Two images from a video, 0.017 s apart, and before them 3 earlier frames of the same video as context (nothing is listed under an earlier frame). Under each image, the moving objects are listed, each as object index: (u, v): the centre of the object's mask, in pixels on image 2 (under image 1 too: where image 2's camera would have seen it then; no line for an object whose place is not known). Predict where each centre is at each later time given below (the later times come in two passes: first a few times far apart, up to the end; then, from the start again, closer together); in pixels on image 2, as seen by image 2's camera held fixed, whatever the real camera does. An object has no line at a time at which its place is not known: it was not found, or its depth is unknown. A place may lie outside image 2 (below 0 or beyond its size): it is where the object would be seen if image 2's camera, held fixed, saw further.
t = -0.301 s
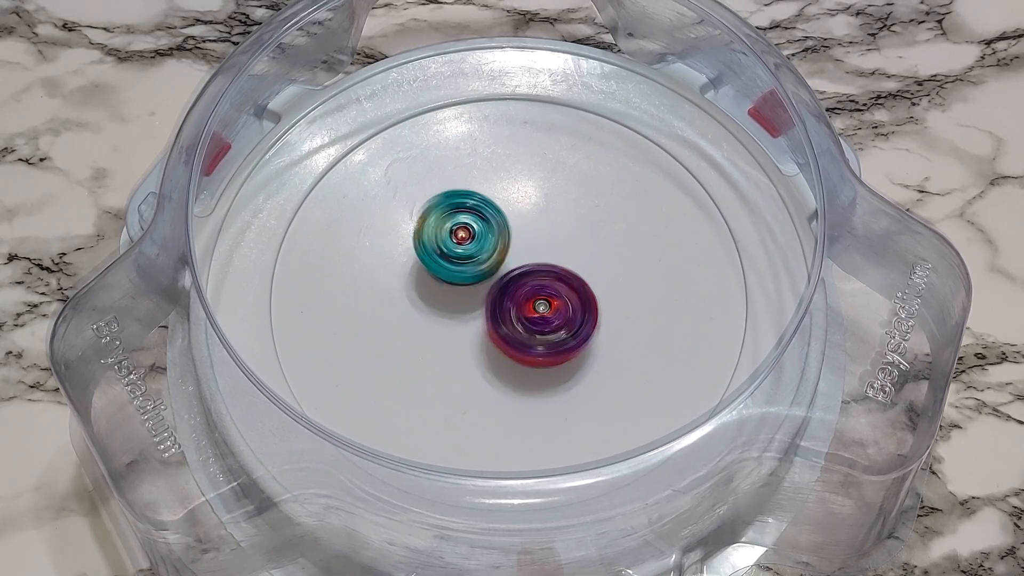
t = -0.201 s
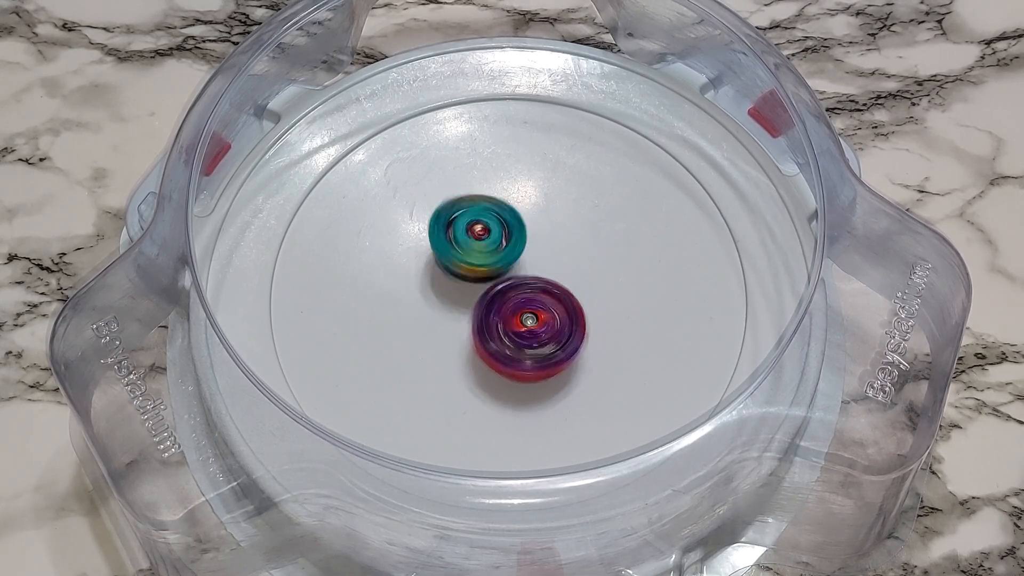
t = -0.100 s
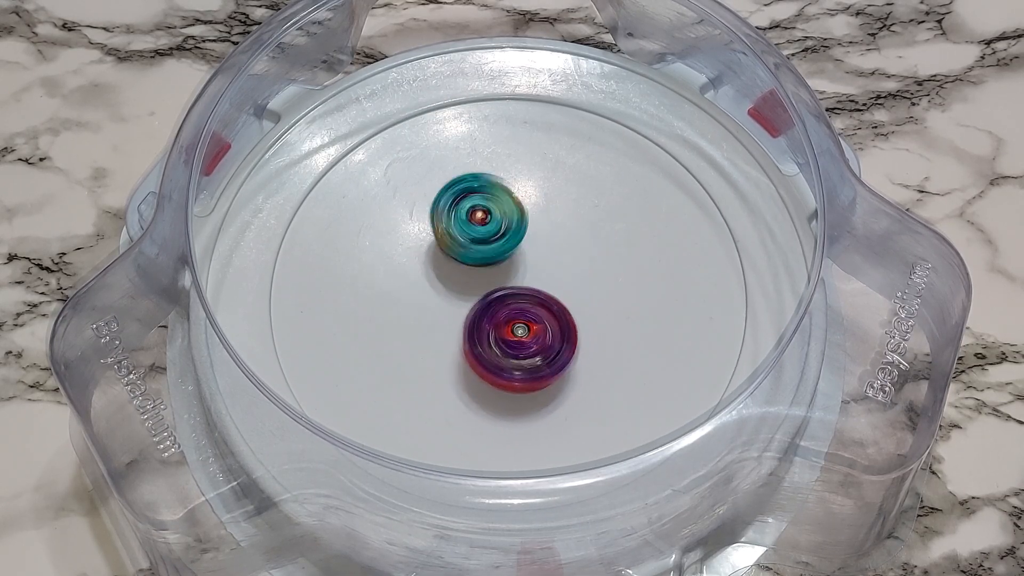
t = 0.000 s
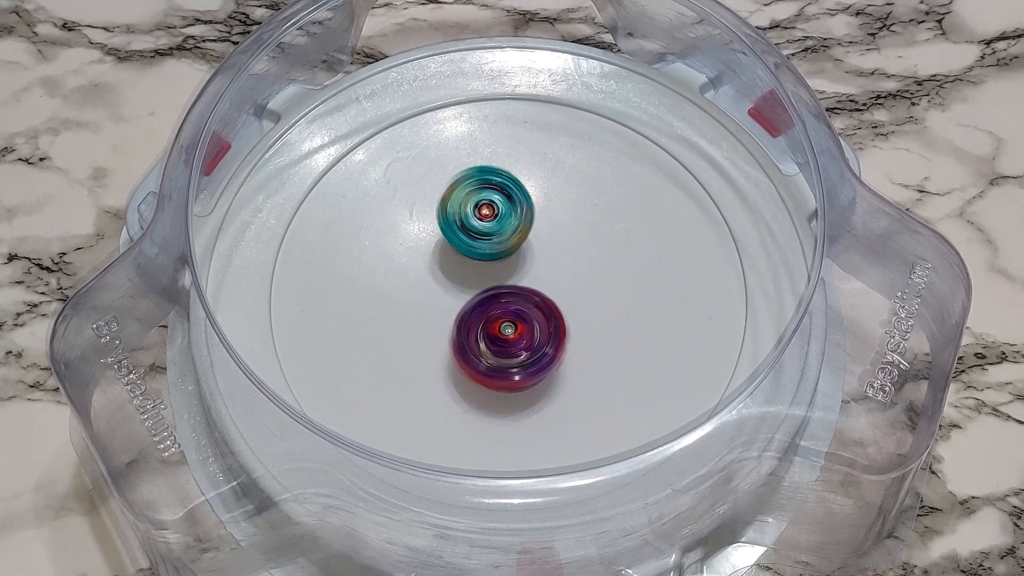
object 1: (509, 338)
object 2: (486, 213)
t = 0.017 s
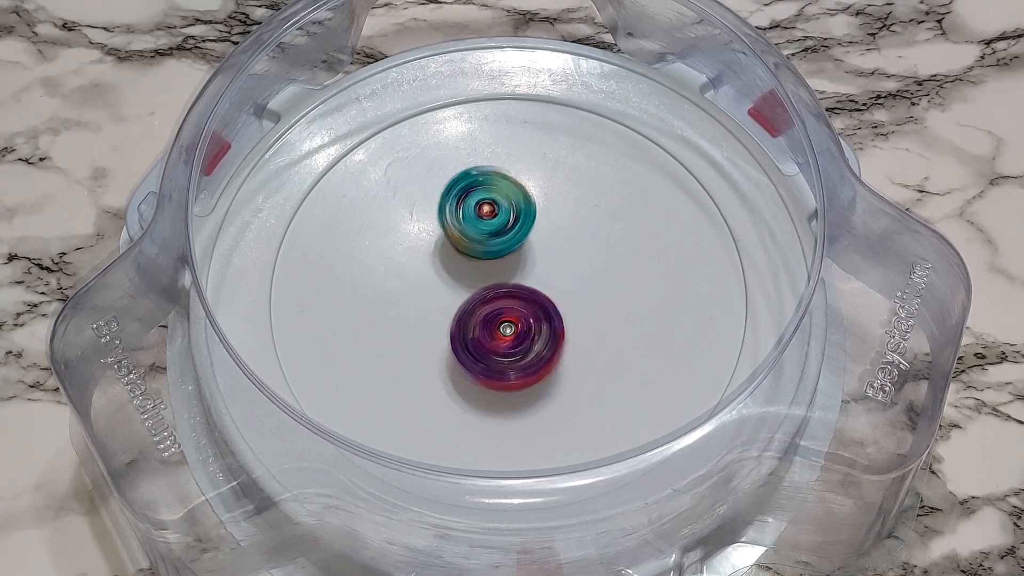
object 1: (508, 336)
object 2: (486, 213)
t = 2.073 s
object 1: (489, 251)
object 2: (572, 316)
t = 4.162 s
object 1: (522, 236)
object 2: (529, 350)
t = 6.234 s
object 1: (545, 255)
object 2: (452, 274)
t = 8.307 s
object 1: (544, 256)
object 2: (452, 274)
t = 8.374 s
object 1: (544, 256)
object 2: (452, 274)
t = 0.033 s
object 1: (506, 335)
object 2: (490, 213)
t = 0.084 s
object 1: (501, 329)
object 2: (494, 214)
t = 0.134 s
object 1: (498, 322)
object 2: (500, 219)
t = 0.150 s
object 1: (496, 319)
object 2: (504, 220)
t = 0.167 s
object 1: (495, 318)
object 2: (506, 221)
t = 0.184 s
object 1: (495, 319)
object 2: (510, 215)
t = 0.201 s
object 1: (495, 321)
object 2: (511, 211)
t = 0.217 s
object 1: (495, 320)
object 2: (513, 207)
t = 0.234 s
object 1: (496, 319)
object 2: (513, 204)
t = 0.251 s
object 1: (495, 318)
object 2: (515, 201)
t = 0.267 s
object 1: (495, 316)
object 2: (515, 197)
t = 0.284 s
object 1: (495, 314)
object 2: (517, 195)
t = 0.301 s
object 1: (495, 312)
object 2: (519, 192)
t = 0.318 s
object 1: (496, 309)
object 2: (519, 190)
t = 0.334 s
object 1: (497, 307)
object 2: (521, 188)
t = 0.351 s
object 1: (499, 304)
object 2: (522, 188)
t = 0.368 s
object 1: (499, 302)
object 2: (523, 187)
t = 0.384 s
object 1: (500, 300)
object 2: (524, 186)
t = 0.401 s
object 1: (501, 298)
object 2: (526, 187)
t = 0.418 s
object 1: (503, 296)
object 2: (526, 187)
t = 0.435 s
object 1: (504, 293)
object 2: (527, 188)
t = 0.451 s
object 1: (505, 291)
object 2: (529, 188)
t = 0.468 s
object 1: (507, 288)
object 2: (530, 191)
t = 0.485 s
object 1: (507, 286)
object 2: (531, 192)
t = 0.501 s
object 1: (508, 286)
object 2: (532, 191)
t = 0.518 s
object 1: (509, 286)
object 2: (536, 191)
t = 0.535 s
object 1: (509, 286)
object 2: (537, 193)
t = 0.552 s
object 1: (509, 287)
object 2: (540, 192)
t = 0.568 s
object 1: (509, 286)
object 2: (541, 191)
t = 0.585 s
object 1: (510, 287)
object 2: (544, 192)
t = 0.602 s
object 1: (509, 287)
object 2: (545, 192)
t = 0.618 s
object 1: (509, 287)
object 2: (546, 193)
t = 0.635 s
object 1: (509, 287)
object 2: (547, 193)
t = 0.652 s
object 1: (510, 287)
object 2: (549, 196)
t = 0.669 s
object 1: (510, 288)
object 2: (550, 197)
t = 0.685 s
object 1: (510, 289)
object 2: (552, 197)
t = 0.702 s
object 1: (510, 289)
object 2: (554, 197)
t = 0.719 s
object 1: (510, 290)
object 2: (555, 199)
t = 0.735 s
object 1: (510, 291)
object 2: (555, 200)
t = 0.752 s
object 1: (509, 291)
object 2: (555, 202)
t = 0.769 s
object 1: (510, 291)
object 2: (557, 203)
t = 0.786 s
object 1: (510, 292)
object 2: (557, 206)
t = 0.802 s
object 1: (508, 293)
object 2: (561, 206)
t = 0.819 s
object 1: (507, 294)
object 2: (563, 206)
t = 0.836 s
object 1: (506, 295)
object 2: (566, 207)
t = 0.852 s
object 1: (506, 296)
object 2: (566, 208)
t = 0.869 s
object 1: (504, 298)
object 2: (568, 208)
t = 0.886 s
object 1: (503, 299)
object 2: (568, 208)
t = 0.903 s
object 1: (501, 300)
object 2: (570, 210)
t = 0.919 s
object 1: (500, 300)
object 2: (570, 212)
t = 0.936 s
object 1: (499, 300)
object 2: (571, 214)
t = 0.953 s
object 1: (497, 300)
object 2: (572, 219)
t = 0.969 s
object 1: (495, 300)
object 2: (571, 222)
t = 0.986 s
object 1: (495, 300)
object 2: (571, 225)
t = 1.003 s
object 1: (495, 299)
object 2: (569, 228)
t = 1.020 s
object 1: (491, 300)
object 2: (574, 229)
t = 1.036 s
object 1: (489, 300)
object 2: (576, 230)
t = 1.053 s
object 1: (486, 301)
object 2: (578, 231)
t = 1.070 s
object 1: (484, 301)
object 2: (579, 232)
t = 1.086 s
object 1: (481, 302)
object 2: (581, 234)
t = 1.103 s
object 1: (479, 302)
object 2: (581, 237)
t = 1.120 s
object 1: (476, 301)
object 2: (581, 239)
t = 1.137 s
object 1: (473, 300)
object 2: (579, 240)
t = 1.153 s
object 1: (472, 300)
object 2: (581, 243)
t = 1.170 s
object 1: (470, 299)
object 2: (579, 246)
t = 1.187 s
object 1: (469, 298)
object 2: (579, 248)
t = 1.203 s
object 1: (468, 297)
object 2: (576, 251)
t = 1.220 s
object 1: (467, 296)
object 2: (576, 253)
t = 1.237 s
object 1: (468, 295)
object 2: (573, 257)
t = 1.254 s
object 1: (467, 294)
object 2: (572, 259)
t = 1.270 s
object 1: (466, 293)
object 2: (570, 261)
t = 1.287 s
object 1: (462, 292)
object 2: (575, 262)
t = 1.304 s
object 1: (460, 291)
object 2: (576, 264)
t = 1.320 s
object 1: (460, 290)
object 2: (577, 264)
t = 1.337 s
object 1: (458, 289)
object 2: (578, 265)
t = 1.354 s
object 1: (457, 288)
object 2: (580, 265)
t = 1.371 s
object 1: (457, 287)
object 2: (580, 268)
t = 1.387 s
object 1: (457, 286)
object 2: (581, 268)
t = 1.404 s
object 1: (457, 285)
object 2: (579, 270)
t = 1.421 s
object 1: (457, 283)
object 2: (580, 270)
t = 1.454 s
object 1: (459, 281)
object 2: (579, 274)
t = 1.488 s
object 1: (463, 279)
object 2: (576, 277)
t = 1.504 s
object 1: (465, 277)
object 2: (575, 281)
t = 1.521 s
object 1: (467, 277)
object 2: (573, 281)
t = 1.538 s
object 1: (466, 276)
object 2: (575, 283)
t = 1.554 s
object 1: (462, 275)
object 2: (579, 286)
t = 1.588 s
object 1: (461, 274)
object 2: (583, 291)
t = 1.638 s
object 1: (461, 271)
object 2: (590, 293)
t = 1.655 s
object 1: (461, 270)
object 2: (590, 295)
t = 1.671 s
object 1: (461, 269)
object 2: (592, 296)
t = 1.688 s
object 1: (462, 268)
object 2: (592, 297)
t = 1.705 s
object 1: (462, 267)
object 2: (595, 298)
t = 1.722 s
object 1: (462, 267)
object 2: (596, 301)
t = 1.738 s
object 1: (463, 266)
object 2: (597, 301)
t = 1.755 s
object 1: (465, 265)
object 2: (596, 303)
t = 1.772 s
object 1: (466, 265)
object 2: (595, 303)
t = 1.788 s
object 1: (467, 265)
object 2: (596, 305)
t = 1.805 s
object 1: (468, 265)
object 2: (594, 305)
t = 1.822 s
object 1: (469, 264)
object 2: (592, 305)
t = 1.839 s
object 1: (472, 263)
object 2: (589, 306)
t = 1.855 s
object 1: (475, 263)
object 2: (588, 306)
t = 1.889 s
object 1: (478, 263)
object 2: (582, 306)
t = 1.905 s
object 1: (479, 262)
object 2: (577, 306)
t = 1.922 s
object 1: (481, 262)
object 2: (576, 305)
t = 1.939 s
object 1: (482, 261)
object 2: (575, 307)
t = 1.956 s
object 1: (482, 260)
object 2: (575, 307)
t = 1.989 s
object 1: (484, 258)
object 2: (573, 308)
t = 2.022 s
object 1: (487, 255)
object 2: (571, 311)
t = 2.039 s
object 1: (488, 254)
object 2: (571, 312)
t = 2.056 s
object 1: (488, 252)
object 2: (570, 314)
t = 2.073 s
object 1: (489, 251)
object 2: (572, 316)
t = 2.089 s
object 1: (489, 250)
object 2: (572, 318)
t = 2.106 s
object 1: (491, 248)
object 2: (573, 318)
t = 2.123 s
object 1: (491, 248)
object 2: (573, 320)
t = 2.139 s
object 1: (492, 246)
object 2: (574, 319)
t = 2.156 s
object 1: (493, 246)
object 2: (574, 322)
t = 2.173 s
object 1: (494, 246)
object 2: (572, 321)
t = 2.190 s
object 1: (495, 245)
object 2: (571, 322)
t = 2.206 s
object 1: (497, 245)
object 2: (570, 321)
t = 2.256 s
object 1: (500, 245)
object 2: (566, 320)
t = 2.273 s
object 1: (500, 244)
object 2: (562, 321)
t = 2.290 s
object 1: (501, 244)
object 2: (560, 318)
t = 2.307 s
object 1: (502, 245)
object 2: (560, 321)
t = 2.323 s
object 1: (502, 243)
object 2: (559, 326)
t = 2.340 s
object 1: (502, 242)
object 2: (560, 331)
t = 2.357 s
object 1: (502, 241)
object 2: (562, 333)
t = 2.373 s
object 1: (501, 241)
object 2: (564, 337)
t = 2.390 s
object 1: (502, 240)
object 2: (562, 341)
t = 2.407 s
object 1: (502, 240)
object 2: (561, 342)
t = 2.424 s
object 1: (503, 240)
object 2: (560, 345)
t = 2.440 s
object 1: (503, 239)
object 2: (560, 345)
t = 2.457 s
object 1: (502, 239)
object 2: (562, 347)
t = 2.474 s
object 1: (502, 240)
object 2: (560, 349)
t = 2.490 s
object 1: (503, 240)
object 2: (558, 349)
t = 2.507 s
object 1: (503, 240)
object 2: (556, 350)
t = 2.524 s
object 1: (504, 240)
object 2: (554, 349)
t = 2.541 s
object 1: (504, 241)
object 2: (555, 350)
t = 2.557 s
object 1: (503, 242)
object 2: (552, 350)
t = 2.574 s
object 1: (503, 243)
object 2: (551, 347)
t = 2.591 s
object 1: (505, 245)
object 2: (546, 347)
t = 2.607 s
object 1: (506, 246)
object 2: (543, 344)
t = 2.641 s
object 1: (508, 247)
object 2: (538, 342)
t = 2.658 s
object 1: (507, 247)
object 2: (538, 339)
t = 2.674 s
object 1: (508, 248)
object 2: (535, 337)
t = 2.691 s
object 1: (508, 247)
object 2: (533, 336)
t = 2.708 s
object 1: (508, 248)
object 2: (530, 339)
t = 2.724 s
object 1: (507, 246)
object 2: (526, 341)
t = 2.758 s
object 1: (507, 245)
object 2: (520, 343)
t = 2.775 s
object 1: (507, 245)
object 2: (519, 342)
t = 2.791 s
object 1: (508, 245)
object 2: (519, 343)
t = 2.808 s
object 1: (510, 244)
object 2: (515, 343)
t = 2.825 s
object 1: (511, 243)
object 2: (514, 342)
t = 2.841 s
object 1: (512, 243)
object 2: (511, 342)
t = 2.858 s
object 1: (511, 242)
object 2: (509, 340)
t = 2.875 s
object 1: (510, 243)
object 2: (510, 340)
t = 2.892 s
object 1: (511, 243)
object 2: (507, 340)
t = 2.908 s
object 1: (511, 242)
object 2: (507, 337)
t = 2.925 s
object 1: (513, 243)
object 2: (506, 335)
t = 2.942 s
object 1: (515, 242)
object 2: (503, 332)
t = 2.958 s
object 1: (515, 241)
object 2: (501, 332)
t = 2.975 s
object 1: (514, 241)
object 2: (497, 334)
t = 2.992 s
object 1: (514, 239)
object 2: (494, 331)
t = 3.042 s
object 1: (515, 238)
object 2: (491, 331)
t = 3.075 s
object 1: (516, 234)
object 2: (484, 336)
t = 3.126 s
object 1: (518, 230)
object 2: (476, 336)
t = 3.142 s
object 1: (519, 230)
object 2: (477, 337)
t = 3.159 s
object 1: (520, 229)
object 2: (475, 338)
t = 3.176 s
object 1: (520, 229)
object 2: (474, 335)
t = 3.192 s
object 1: (521, 228)
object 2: (473, 335)
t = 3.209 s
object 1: (521, 228)
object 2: (470, 334)
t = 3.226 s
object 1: (521, 228)
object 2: (470, 331)
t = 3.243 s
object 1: (521, 229)
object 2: (470, 332)
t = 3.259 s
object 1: (523, 229)
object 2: (469, 330)
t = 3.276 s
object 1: (523, 230)
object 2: (470, 327)
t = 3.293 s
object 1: (522, 231)
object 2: (471, 326)
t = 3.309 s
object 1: (523, 232)
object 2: (470, 322)
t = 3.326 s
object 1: (523, 233)
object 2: (471, 319)
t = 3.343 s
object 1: (522, 235)
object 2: (472, 319)
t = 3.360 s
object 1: (524, 236)
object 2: (473, 316)
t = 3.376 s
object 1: (525, 235)
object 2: (473, 318)
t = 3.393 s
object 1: (526, 233)
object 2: (469, 320)
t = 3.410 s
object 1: (526, 231)
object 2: (467, 321)
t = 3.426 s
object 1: (526, 229)
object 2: (468, 322)
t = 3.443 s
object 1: (524, 229)
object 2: (469, 323)
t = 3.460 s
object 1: (522, 229)
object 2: (471, 321)
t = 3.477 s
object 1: (521, 229)
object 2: (473, 321)
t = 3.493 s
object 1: (519, 230)
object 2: (474, 322)
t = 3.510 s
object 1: (519, 231)
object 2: (475, 321)
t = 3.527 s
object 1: (519, 233)
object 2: (477, 321)
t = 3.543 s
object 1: (520, 235)
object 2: (478, 321)
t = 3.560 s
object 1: (523, 235)
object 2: (480, 319)
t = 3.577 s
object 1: (525, 236)
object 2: (483, 318)
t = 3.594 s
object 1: (527, 238)
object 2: (484, 316)
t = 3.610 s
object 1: (528, 237)
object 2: (487, 316)
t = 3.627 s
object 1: (529, 237)
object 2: (490, 321)
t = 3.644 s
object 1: (530, 237)
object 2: (490, 324)
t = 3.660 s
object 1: (531, 235)
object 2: (489, 325)
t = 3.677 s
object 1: (531, 234)
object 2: (489, 325)
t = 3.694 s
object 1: (530, 233)
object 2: (491, 323)
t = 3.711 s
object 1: (531, 233)
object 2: (496, 322)
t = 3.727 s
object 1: (530, 233)
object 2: (500, 323)
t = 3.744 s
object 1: (530, 233)
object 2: (502, 323)
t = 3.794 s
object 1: (530, 233)
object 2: (506, 321)
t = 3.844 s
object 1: (530, 233)
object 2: (515, 320)
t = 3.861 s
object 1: (530, 232)
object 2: (518, 319)
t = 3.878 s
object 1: (529, 232)
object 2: (521, 319)
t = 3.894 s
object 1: (528, 232)
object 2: (521, 320)
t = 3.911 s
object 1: (527, 231)
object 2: (522, 321)
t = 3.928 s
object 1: (526, 232)
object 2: (523, 322)
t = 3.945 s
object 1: (526, 232)
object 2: (524, 321)
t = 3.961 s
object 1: (525, 232)
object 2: (526, 320)
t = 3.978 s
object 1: (524, 232)
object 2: (526, 324)
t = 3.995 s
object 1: (523, 232)
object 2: (525, 329)
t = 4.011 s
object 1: (523, 231)
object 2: (527, 332)
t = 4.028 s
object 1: (523, 231)
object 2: (529, 336)
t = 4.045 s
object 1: (523, 231)
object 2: (529, 339)
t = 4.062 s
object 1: (522, 231)
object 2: (530, 339)
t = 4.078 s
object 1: (522, 232)
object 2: (532, 342)
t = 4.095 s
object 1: (522, 232)
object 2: (530, 345)
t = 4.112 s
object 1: (521, 233)
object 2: (530, 346)
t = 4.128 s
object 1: (521, 234)
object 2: (531, 348)
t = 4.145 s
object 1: (522, 235)
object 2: (531, 351)
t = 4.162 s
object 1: (522, 236)
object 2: (529, 350)
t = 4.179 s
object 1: (522, 237)
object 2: (529, 350)
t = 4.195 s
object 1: (523, 238)
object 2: (527, 351)
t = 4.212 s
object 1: (523, 240)
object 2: (525, 350)
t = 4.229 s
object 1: (522, 240)
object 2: (524, 348)
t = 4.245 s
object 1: (522, 242)
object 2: (525, 349)
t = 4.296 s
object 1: (520, 244)
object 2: (524, 344)
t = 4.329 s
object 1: (519, 245)
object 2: (521, 339)
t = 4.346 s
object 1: (517, 246)
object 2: (523, 335)
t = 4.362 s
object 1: (517, 247)
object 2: (523, 334)
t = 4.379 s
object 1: (516, 246)
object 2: (521, 330)
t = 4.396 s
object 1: (515, 244)
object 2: (520, 330)
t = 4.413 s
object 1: (515, 244)
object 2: (517, 332)
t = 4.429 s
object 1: (516, 243)
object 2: (514, 334)
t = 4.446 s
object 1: (516, 241)
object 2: (511, 333)
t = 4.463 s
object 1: (516, 241)
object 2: (509, 331)
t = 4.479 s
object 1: (516, 241)
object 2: (508, 331)
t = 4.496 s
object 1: (516, 242)
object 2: (507, 330)
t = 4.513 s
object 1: (517, 240)
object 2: (505, 328)
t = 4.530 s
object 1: (517, 238)
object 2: (505, 327)
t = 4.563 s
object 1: (516, 237)
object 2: (503, 326)
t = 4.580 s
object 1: (516, 236)
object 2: (502, 324)
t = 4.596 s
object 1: (515, 236)
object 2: (501, 323)
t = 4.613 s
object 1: (517, 233)
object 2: (498, 325)
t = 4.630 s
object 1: (519, 231)
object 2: (495, 326)
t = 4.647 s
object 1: (521, 229)
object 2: (491, 328)
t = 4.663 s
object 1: (524, 227)
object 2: (485, 328)
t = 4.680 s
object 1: (526, 227)
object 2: (481, 326)
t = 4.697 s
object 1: (528, 226)
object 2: (478, 324)
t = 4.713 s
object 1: (530, 226)
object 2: (477, 322)
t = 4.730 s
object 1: (532, 226)
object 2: (476, 320)
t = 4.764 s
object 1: (536, 227)
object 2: (473, 316)
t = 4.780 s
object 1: (537, 227)
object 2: (472, 312)
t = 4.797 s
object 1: (539, 228)
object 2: (471, 308)
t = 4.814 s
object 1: (541, 228)
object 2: (470, 303)
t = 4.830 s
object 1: (542, 229)
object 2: (470, 300)
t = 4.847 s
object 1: (543, 230)
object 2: (470, 298)
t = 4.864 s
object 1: (545, 231)
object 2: (471, 297)
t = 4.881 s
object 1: (546, 233)
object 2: (471, 295)
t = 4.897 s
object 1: (547, 234)
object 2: (470, 292)
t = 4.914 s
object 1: (548, 236)
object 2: (470, 287)
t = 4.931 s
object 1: (548, 238)
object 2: (470, 284)
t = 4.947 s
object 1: (550, 240)
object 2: (469, 282)
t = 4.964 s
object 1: (551, 242)
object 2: (467, 280)
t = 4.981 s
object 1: (552, 244)
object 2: (464, 277)
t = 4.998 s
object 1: (551, 246)
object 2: (462, 276)
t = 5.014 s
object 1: (550, 248)
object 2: (460, 273)
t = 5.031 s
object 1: (550, 248)
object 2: (457, 270)
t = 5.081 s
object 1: (549, 250)
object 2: (450, 263)
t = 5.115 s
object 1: (548, 251)
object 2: (447, 260)
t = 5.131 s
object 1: (547, 252)
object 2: (446, 259)
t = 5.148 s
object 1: (546, 253)
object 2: (445, 259)
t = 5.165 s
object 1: (546, 254)
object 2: (445, 259)
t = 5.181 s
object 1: (545, 254)
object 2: (445, 259)
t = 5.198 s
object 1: (545, 255)
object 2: (446, 260)
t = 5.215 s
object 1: (544, 255)
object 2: (447, 260)
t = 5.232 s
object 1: (544, 256)
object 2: (447, 261)
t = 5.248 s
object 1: (544, 256)
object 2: (447, 262)
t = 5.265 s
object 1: (544, 256)
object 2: (447, 263)
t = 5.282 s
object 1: (544, 255)
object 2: (448, 263)
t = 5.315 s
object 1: (544, 255)
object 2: (449, 264)
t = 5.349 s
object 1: (544, 255)
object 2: (449, 265)
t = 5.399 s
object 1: (544, 255)
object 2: (450, 267)
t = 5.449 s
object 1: (544, 255)
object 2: (451, 270)
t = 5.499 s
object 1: (545, 255)
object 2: (452, 273)
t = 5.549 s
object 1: (545, 255)
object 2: (452, 278)
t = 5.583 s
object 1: (544, 255)
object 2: (452, 280)
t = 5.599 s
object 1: (544, 255)
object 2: (452, 281)
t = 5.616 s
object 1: (544, 256)
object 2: (452, 283)
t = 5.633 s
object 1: (544, 256)
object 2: (452, 283)
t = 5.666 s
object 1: (544, 256)
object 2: (452, 283)
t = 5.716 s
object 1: (545, 255)
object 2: (453, 280)
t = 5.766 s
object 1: (545, 255)
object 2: (452, 276)
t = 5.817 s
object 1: (545, 255)
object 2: (452, 274)
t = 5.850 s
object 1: (545, 255)
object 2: (452, 274)
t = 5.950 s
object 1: (545, 255)
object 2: (452, 274)
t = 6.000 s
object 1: (545, 255)
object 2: (452, 274)
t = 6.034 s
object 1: (545, 255)
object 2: (452, 274)
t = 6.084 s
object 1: (545, 256)
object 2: (452, 274)
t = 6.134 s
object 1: (545, 255)
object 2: (452, 274)
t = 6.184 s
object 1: (545, 255)
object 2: (452, 274)
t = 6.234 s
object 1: (545, 255)
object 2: (452, 274)
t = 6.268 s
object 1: (545, 255)
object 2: (452, 274)
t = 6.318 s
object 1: (545, 255)
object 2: (452, 274)
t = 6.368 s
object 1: (545, 255)
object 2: (452, 274)
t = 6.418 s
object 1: (545, 255)
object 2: (452, 274)
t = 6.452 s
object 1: (545, 255)
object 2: (452, 274)
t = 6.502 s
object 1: (544, 256)
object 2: (452, 274)
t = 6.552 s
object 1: (544, 256)
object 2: (452, 274)
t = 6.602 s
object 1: (544, 256)
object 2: (452, 274)
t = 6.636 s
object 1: (544, 256)
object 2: (452, 274)
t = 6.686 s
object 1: (544, 256)
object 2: (452, 274)
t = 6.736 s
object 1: (544, 256)
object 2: (452, 274)
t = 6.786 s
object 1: (544, 256)
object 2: (452, 274)
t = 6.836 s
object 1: (544, 256)
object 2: (452, 274)
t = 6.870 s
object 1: (544, 256)
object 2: (452, 274)
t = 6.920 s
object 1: (544, 255)
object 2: (452, 274)
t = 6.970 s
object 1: (544, 256)
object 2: (452, 274)
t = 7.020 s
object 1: (544, 256)
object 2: (452, 274)
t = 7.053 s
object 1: (544, 256)
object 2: (452, 274)
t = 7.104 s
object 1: (544, 256)
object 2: (452, 274)
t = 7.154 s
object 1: (544, 256)
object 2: (452, 274)
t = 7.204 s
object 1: (544, 256)
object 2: (452, 274)
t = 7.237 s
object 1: (544, 256)
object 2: (452, 274)
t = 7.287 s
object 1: (544, 256)
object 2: (452, 274)
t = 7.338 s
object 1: (544, 256)
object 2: (452, 274)
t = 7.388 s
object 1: (544, 256)
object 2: (452, 274)
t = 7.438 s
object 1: (544, 256)
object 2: (452, 274)
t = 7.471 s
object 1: (545, 255)
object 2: (452, 274)
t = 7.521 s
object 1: (545, 255)
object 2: (452, 274)
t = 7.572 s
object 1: (545, 255)
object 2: (452, 274)
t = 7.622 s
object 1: (545, 255)
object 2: (452, 274)
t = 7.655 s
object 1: (544, 256)
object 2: (452, 274)
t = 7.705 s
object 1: (544, 256)
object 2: (452, 274)
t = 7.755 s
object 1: (544, 256)
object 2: (452, 274)
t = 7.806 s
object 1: (544, 256)
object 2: (452, 274)
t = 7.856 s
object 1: (544, 256)
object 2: (452, 274)
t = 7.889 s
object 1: (544, 256)
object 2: (452, 274)
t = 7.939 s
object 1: (544, 256)
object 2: (452, 274)
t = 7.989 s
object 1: (544, 256)
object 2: (452, 274)
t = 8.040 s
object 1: (544, 256)
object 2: (452, 274)
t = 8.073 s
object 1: (544, 256)
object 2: (452, 274)
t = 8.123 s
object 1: (544, 256)
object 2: (452, 274)
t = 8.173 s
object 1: (544, 256)
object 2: (452, 274)
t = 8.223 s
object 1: (544, 256)
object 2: (452, 274)
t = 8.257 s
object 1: (544, 256)
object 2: (452, 274)
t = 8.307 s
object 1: (544, 256)
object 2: (452, 274)
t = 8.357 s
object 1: (544, 256)
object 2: (452, 274)
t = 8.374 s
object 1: (544, 256)
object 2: (452, 274)
